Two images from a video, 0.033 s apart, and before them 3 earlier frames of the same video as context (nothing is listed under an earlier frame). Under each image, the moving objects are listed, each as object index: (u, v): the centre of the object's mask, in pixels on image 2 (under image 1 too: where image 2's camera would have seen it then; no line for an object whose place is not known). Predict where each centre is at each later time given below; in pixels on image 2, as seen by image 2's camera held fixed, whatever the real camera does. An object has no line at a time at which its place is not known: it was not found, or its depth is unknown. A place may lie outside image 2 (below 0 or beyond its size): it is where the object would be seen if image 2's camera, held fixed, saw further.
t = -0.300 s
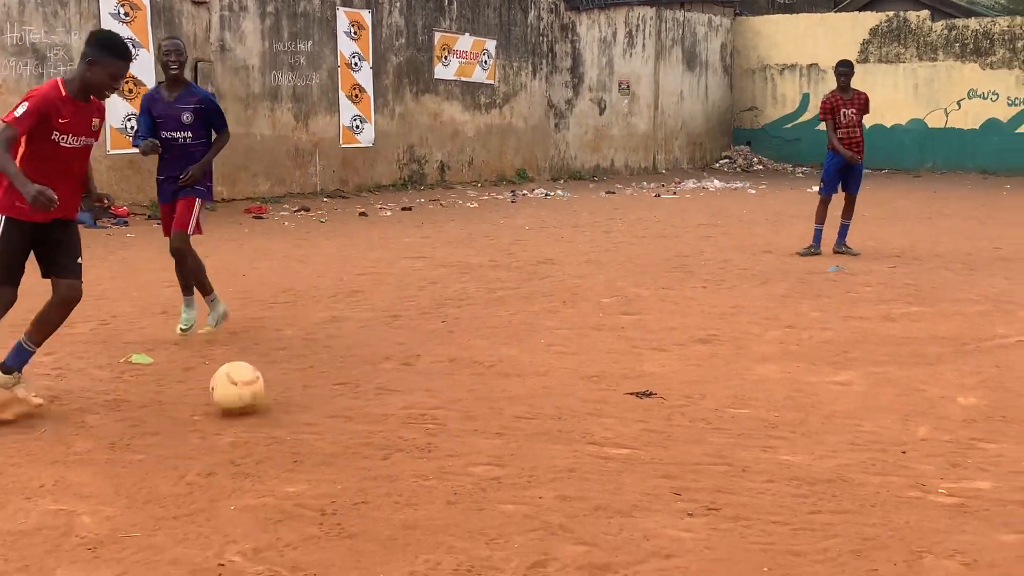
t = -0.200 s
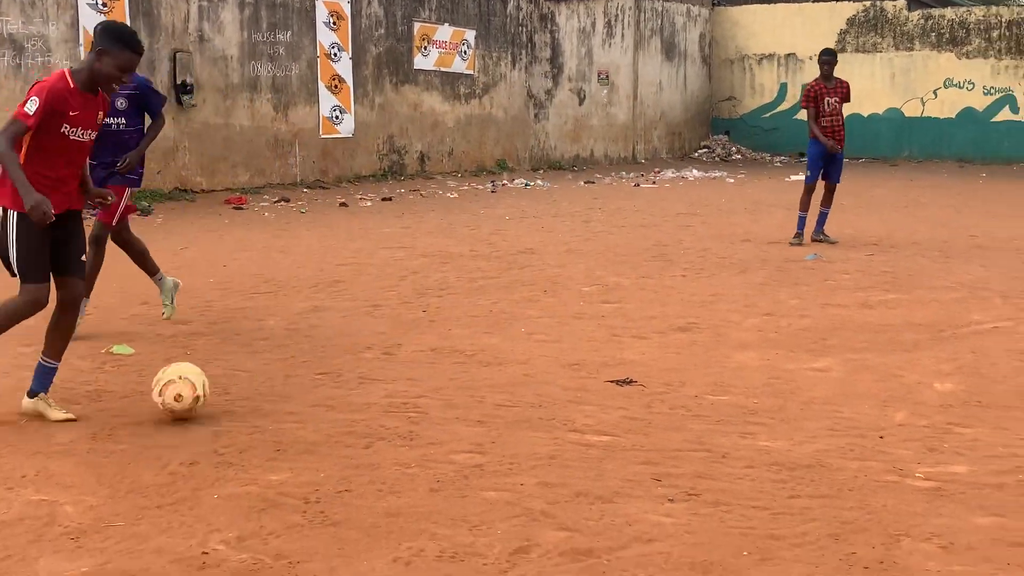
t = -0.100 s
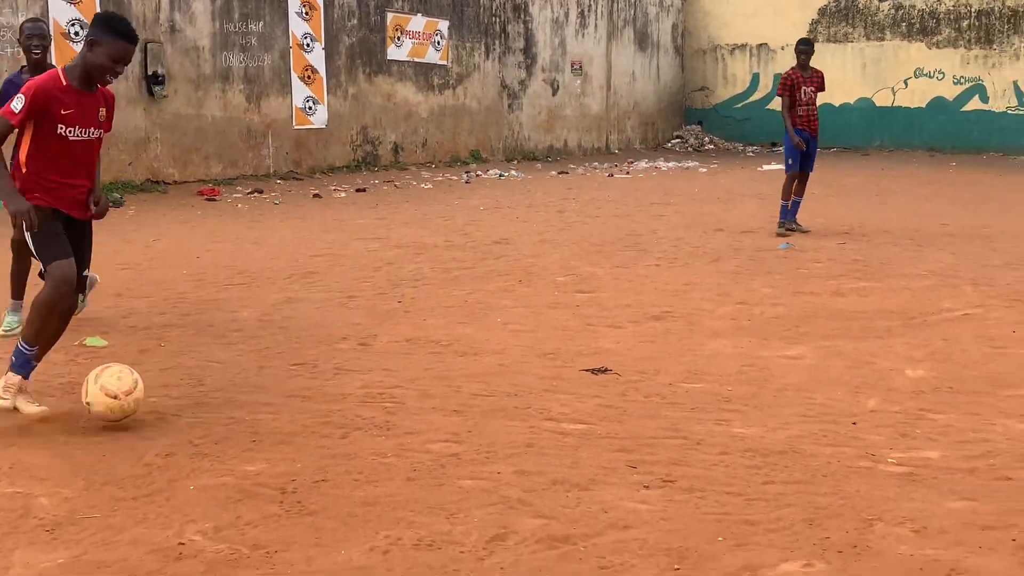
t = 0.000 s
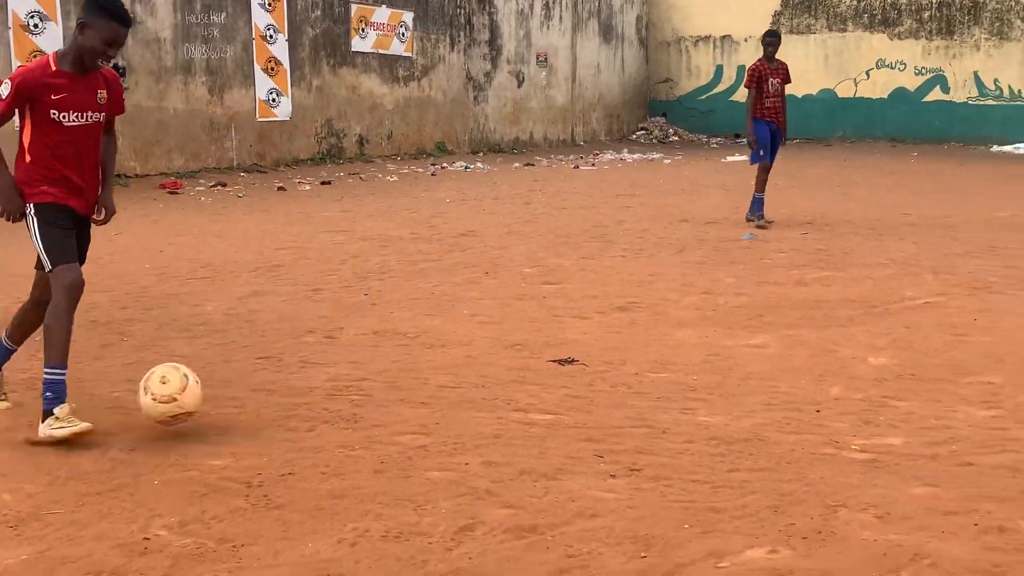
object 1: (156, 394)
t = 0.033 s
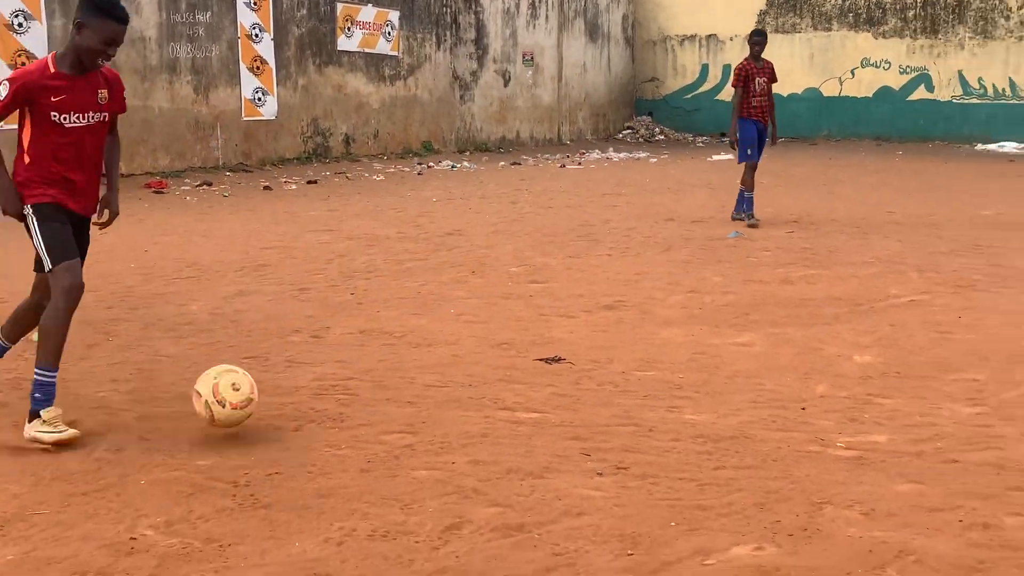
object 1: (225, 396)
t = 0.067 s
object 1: (295, 401)
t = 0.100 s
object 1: (364, 405)
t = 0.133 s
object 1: (434, 419)
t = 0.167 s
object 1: (493, 414)
